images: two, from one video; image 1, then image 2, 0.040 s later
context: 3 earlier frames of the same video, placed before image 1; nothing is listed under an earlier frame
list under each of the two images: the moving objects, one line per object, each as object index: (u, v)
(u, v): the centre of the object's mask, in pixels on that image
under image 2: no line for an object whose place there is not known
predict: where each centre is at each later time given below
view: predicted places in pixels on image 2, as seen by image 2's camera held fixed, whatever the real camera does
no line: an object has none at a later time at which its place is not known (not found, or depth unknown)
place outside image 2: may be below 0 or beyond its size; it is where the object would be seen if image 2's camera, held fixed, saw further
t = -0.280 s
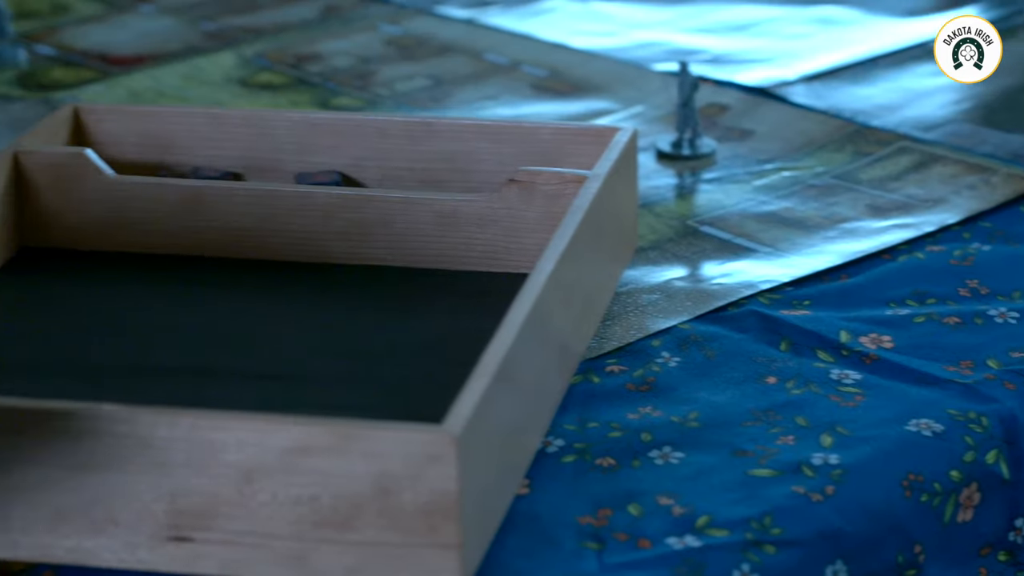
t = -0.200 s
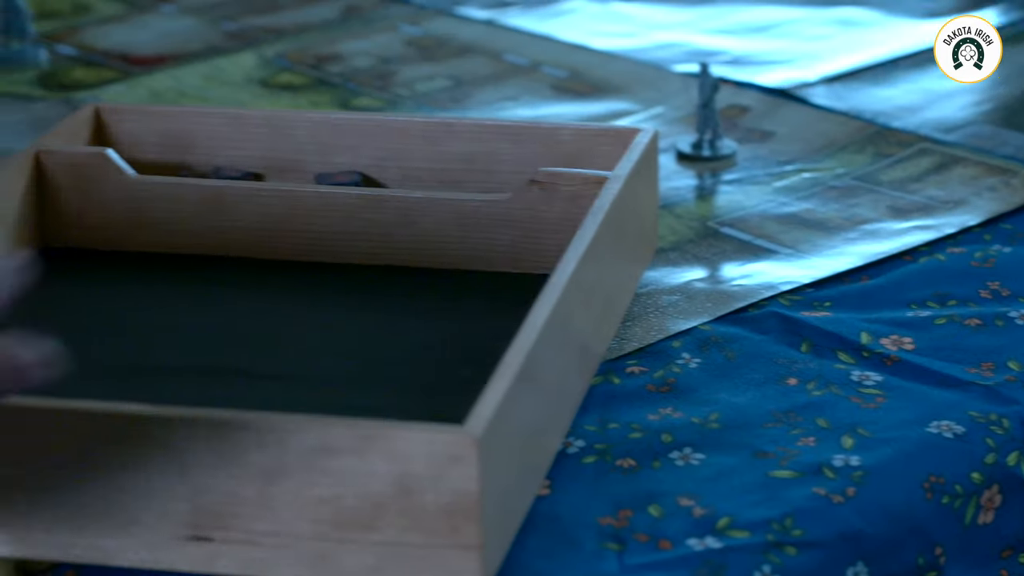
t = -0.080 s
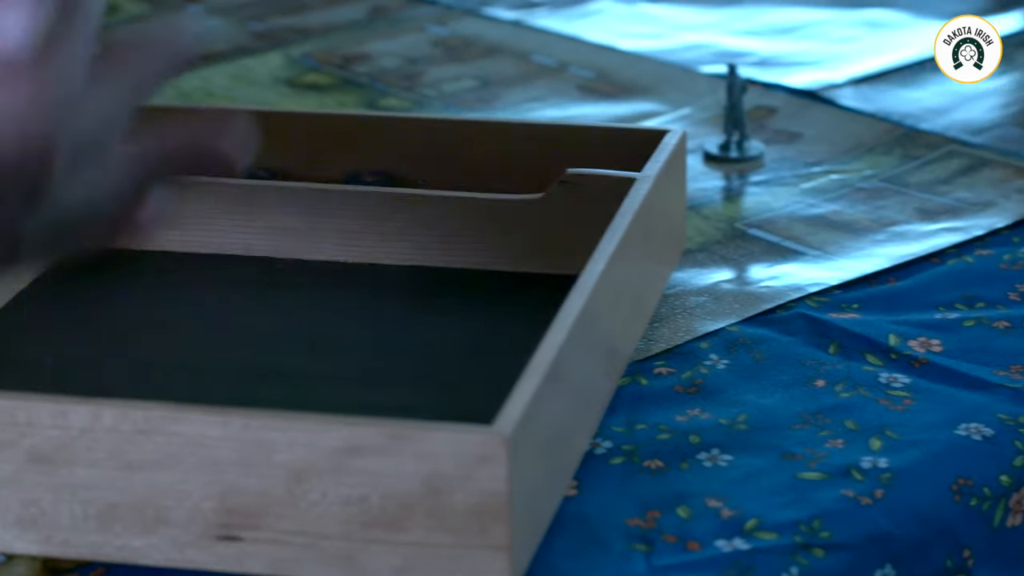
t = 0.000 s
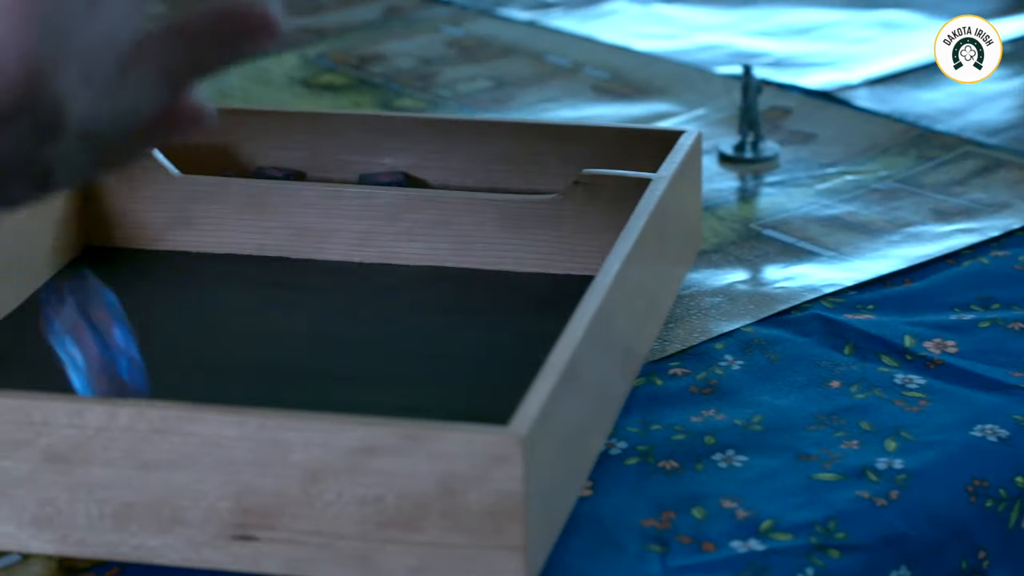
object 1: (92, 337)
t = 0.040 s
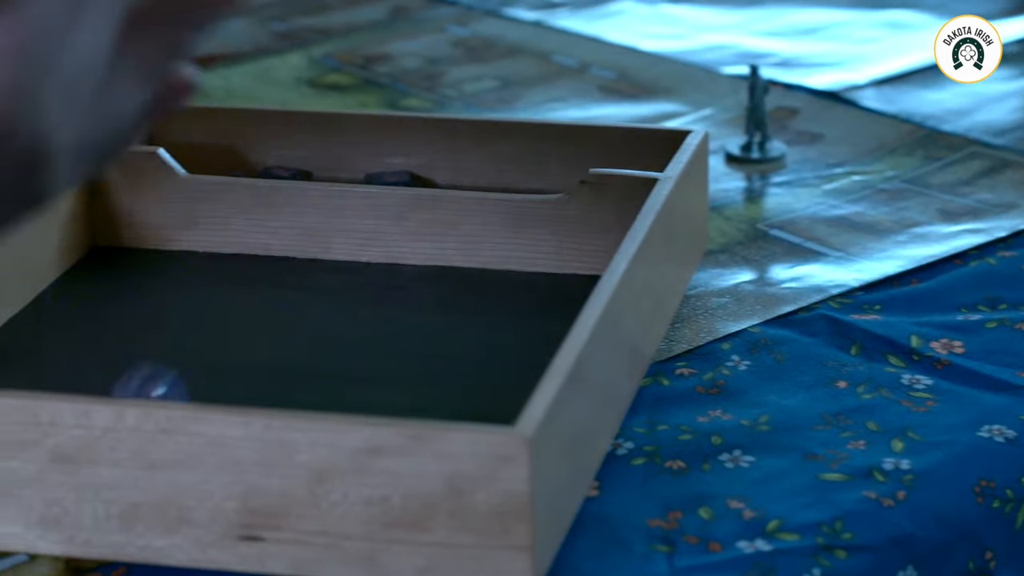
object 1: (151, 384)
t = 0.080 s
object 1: (172, 371)
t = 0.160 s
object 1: (214, 387)
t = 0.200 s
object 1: (214, 389)
